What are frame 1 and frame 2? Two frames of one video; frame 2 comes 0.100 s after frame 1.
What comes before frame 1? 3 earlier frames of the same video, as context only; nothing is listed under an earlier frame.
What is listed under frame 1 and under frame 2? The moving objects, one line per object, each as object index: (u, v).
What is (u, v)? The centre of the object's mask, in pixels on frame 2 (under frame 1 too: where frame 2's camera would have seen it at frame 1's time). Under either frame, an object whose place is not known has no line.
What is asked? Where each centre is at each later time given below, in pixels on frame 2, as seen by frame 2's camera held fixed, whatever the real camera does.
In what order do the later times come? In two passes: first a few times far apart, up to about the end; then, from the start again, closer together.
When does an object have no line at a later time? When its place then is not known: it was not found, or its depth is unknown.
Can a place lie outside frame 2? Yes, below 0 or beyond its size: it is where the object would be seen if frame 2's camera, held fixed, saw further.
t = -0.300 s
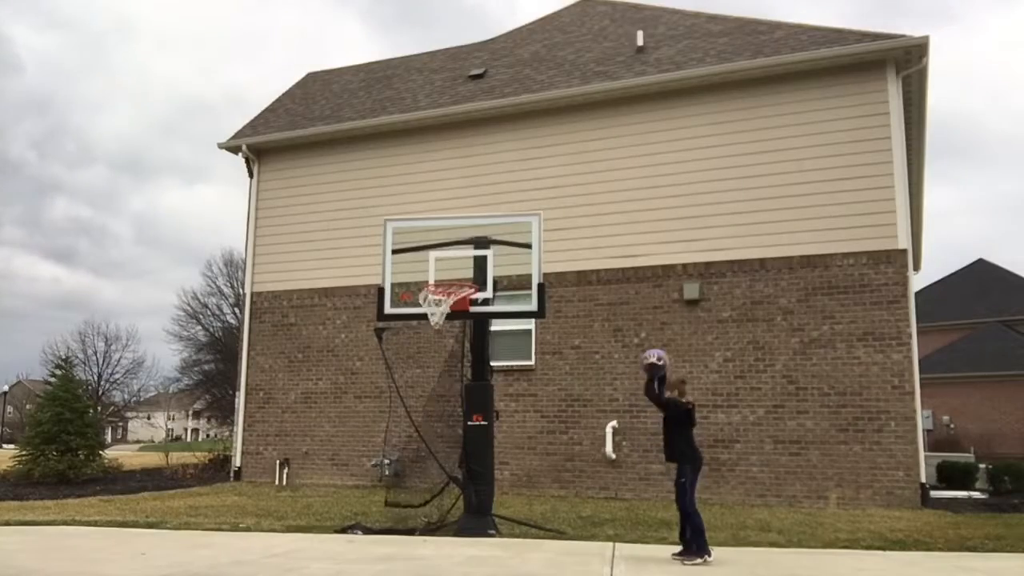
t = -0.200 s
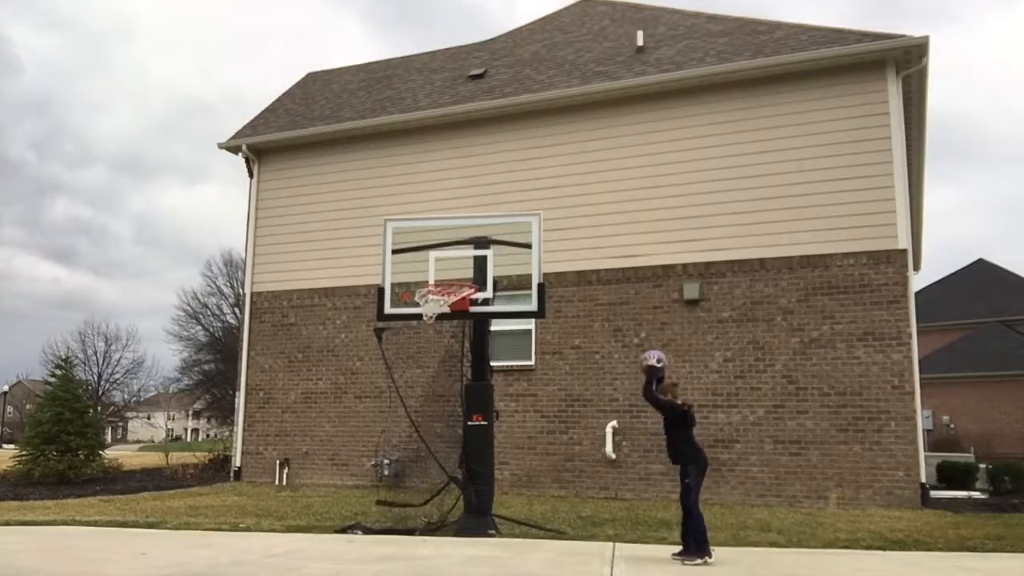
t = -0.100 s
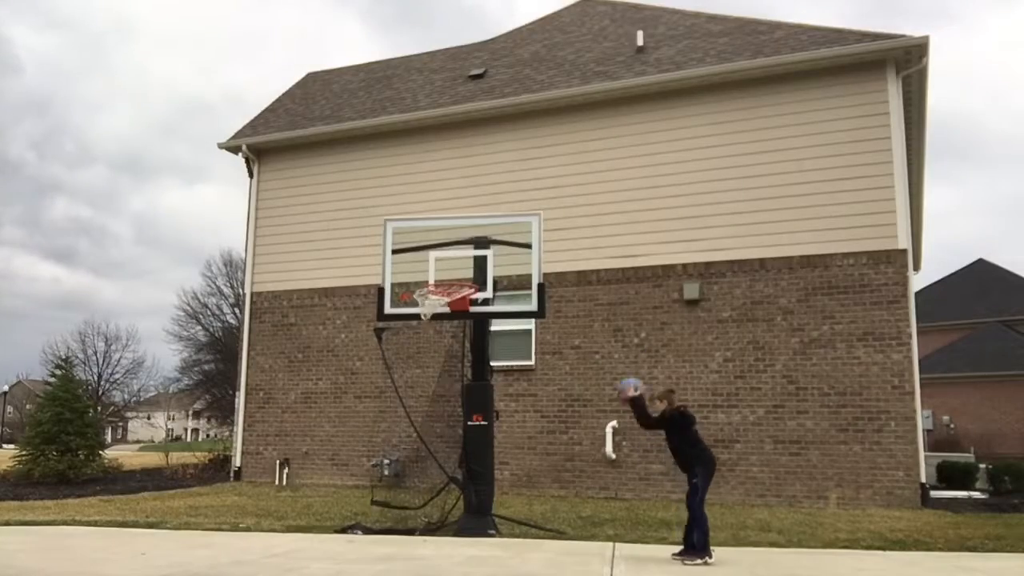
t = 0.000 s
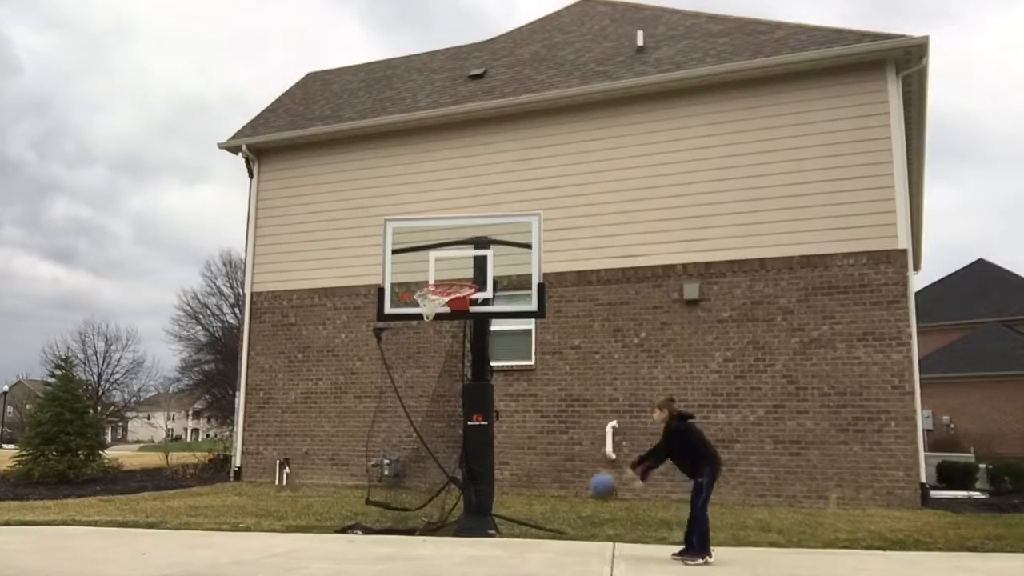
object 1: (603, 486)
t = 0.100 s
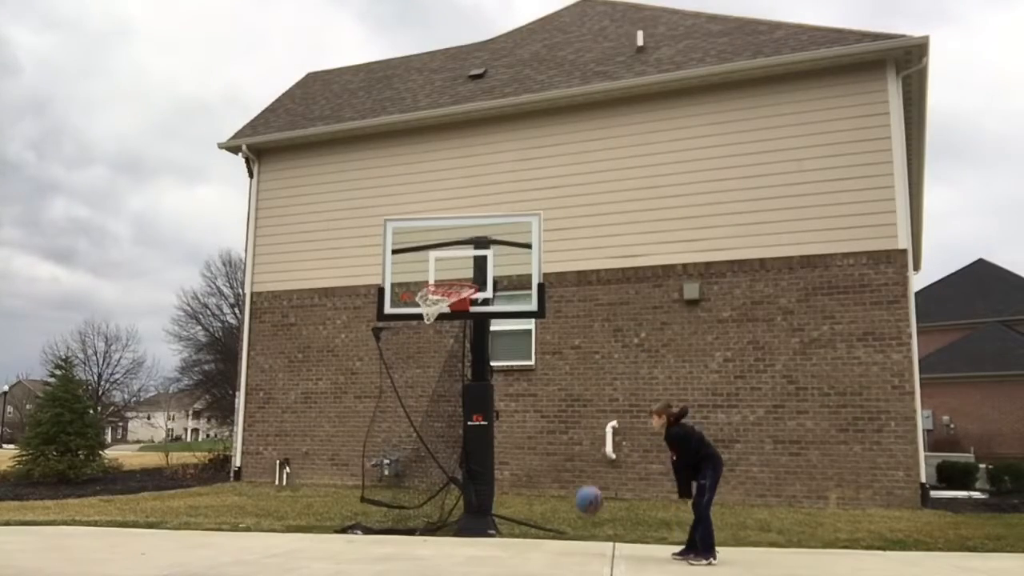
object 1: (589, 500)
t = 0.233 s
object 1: (574, 405)
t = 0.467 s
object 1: (545, 297)
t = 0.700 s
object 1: (512, 254)
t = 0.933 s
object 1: (475, 269)
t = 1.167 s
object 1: (434, 276)
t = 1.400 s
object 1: (449, 269)
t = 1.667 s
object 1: (446, 300)
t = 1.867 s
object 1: (442, 327)
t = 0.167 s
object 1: (582, 448)
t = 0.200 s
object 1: (577, 427)
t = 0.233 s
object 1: (574, 405)
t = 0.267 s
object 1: (570, 386)
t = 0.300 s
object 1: (566, 368)
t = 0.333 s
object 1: (562, 352)
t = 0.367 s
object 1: (559, 337)
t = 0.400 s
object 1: (554, 321)
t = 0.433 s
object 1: (550, 310)
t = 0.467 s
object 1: (545, 297)
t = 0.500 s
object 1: (541, 288)
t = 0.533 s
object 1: (538, 280)
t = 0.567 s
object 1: (533, 272)
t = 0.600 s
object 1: (527, 266)
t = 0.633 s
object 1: (522, 261)
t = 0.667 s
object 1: (518, 256)
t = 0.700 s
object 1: (512, 254)
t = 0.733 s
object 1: (507, 253)
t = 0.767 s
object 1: (502, 252)
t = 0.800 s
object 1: (497, 252)
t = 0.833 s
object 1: (491, 254)
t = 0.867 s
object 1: (486, 258)
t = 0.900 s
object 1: (481, 261)
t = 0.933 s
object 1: (475, 269)
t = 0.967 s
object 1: (471, 273)
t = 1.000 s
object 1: (465, 272)
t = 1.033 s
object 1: (459, 271)
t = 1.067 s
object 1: (453, 270)
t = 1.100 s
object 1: (447, 272)
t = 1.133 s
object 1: (440, 273)
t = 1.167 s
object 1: (434, 276)
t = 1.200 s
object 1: (435, 273)
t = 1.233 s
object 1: (438, 271)
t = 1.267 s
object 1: (441, 269)
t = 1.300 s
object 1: (443, 267)
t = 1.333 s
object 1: (445, 267)
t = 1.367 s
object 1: (447, 267)
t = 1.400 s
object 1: (449, 269)
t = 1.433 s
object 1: (451, 272)
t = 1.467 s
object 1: (453, 274)
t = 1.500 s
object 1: (456, 276)
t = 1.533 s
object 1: (456, 279)
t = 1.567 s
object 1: (451, 280)
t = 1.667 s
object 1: (446, 300)
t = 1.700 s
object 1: (445, 312)
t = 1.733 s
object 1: (442, 308)
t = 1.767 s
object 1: (440, 305)
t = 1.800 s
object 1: (444, 327)
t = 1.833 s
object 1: (442, 327)
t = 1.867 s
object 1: (442, 327)
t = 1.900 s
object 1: (441, 327)
